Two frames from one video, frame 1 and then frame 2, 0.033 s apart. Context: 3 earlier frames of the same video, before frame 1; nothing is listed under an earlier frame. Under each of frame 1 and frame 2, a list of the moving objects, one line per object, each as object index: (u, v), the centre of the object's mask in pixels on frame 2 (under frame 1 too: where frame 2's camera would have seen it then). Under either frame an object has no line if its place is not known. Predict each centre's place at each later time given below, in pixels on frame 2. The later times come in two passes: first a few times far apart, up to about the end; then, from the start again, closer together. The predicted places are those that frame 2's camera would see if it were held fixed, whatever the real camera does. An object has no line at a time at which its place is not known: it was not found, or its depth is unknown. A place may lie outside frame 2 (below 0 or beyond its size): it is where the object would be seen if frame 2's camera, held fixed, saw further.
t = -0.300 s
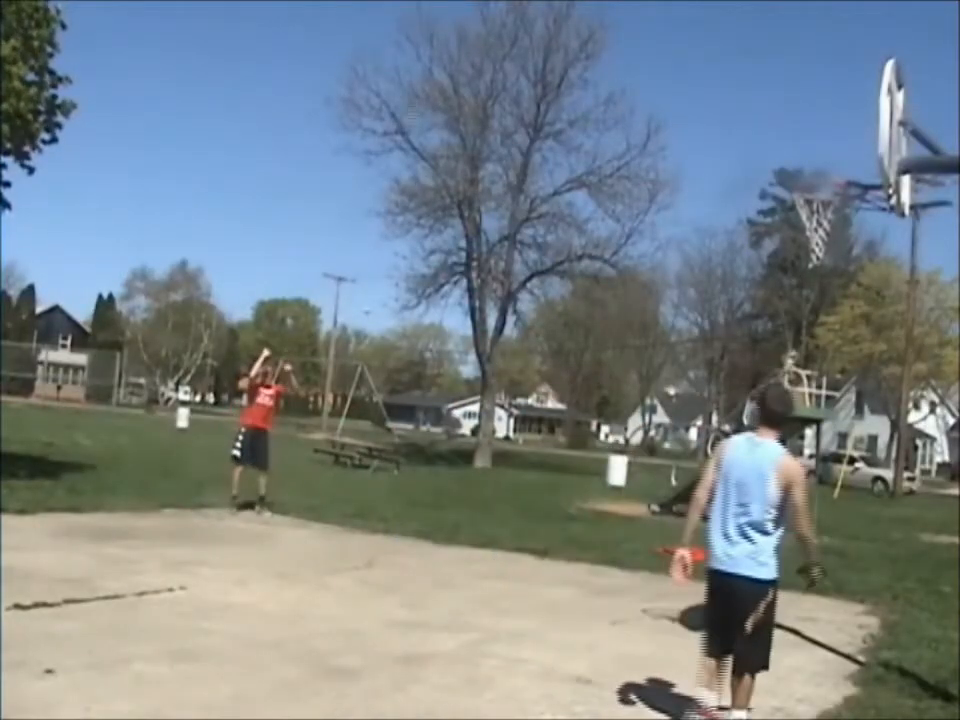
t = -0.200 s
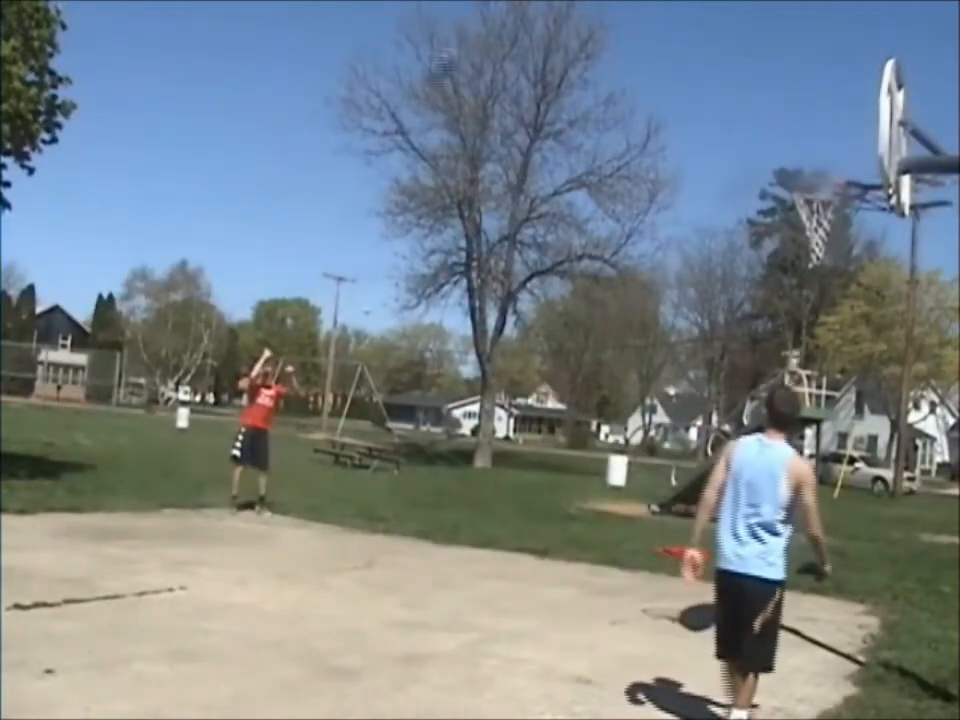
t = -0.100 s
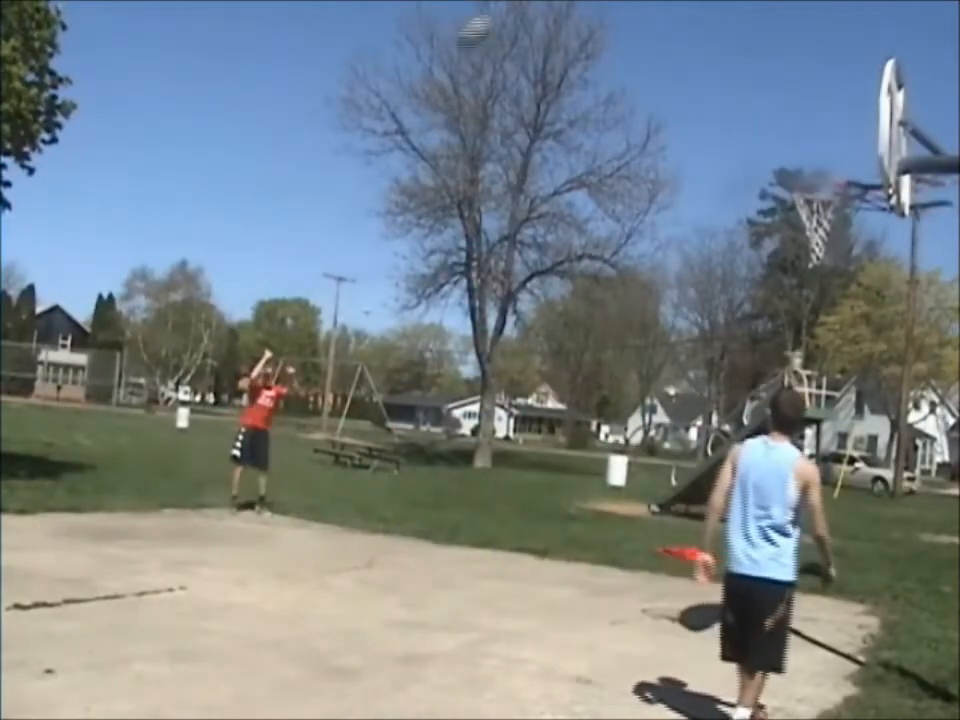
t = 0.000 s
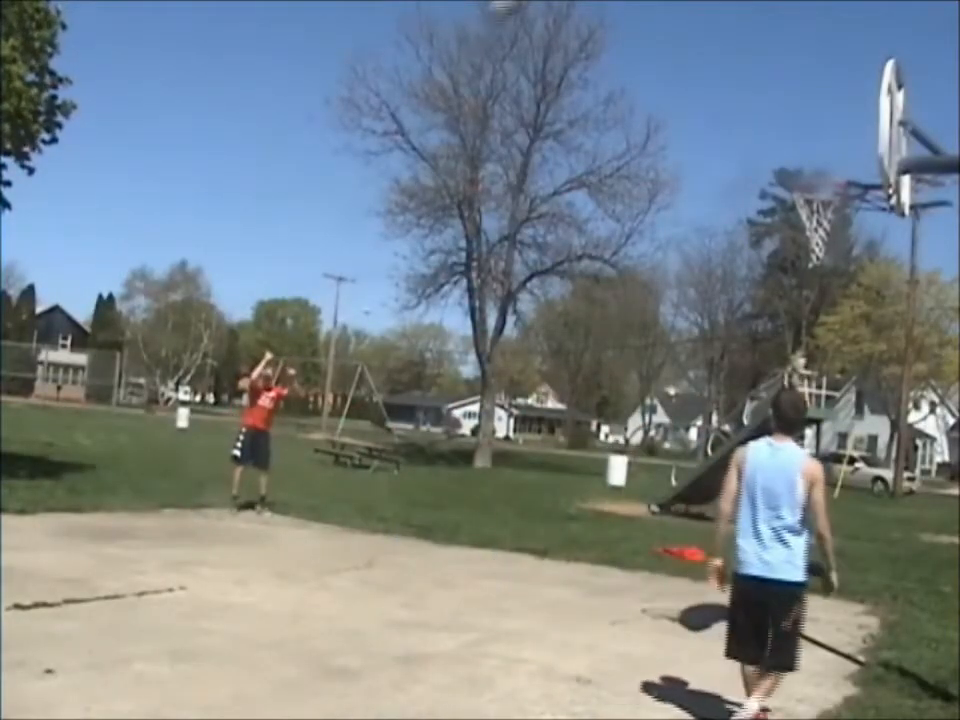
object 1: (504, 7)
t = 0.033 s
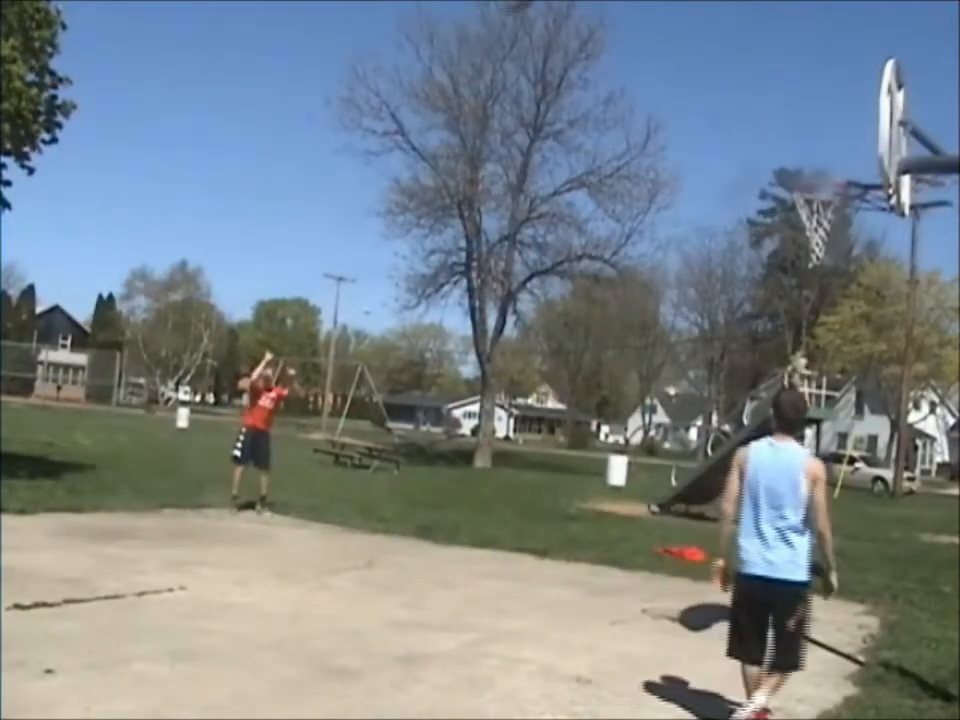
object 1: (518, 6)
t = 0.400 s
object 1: (659, 4)
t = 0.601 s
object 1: (742, 68)
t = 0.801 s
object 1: (847, 229)
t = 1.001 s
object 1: (875, 255)
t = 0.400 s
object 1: (659, 4)
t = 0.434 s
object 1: (672, 8)
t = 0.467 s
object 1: (683, 13)
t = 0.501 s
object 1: (695, 21)
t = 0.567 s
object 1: (724, 49)
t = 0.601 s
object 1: (742, 68)
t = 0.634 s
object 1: (761, 89)
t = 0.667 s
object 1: (777, 109)
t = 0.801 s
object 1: (847, 229)
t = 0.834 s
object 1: (853, 235)
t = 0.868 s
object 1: (861, 232)
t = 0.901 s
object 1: (863, 236)
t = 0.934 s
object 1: (869, 243)
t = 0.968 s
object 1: (873, 249)
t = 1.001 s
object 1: (875, 255)
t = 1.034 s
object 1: (880, 269)
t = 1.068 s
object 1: (882, 283)
